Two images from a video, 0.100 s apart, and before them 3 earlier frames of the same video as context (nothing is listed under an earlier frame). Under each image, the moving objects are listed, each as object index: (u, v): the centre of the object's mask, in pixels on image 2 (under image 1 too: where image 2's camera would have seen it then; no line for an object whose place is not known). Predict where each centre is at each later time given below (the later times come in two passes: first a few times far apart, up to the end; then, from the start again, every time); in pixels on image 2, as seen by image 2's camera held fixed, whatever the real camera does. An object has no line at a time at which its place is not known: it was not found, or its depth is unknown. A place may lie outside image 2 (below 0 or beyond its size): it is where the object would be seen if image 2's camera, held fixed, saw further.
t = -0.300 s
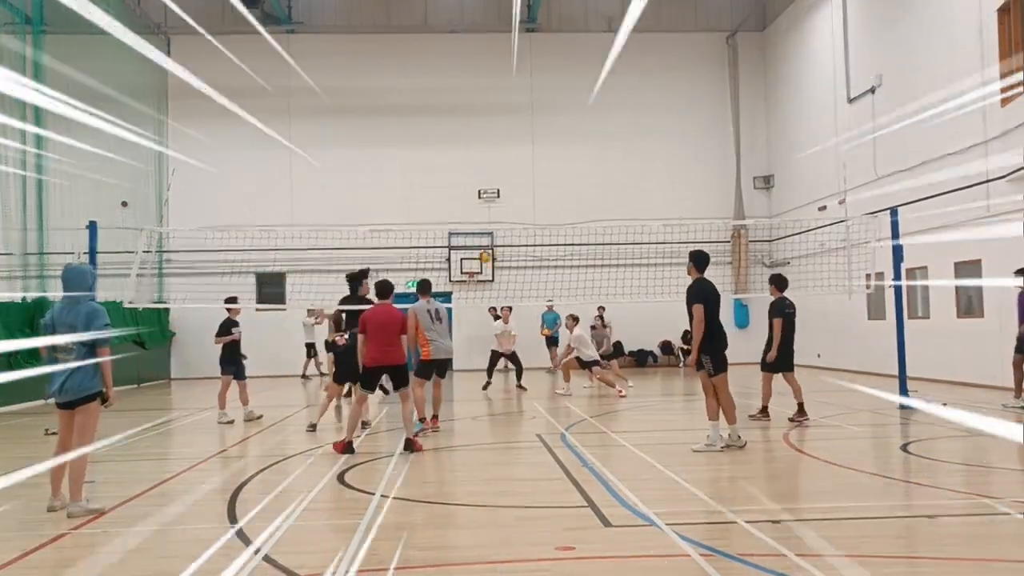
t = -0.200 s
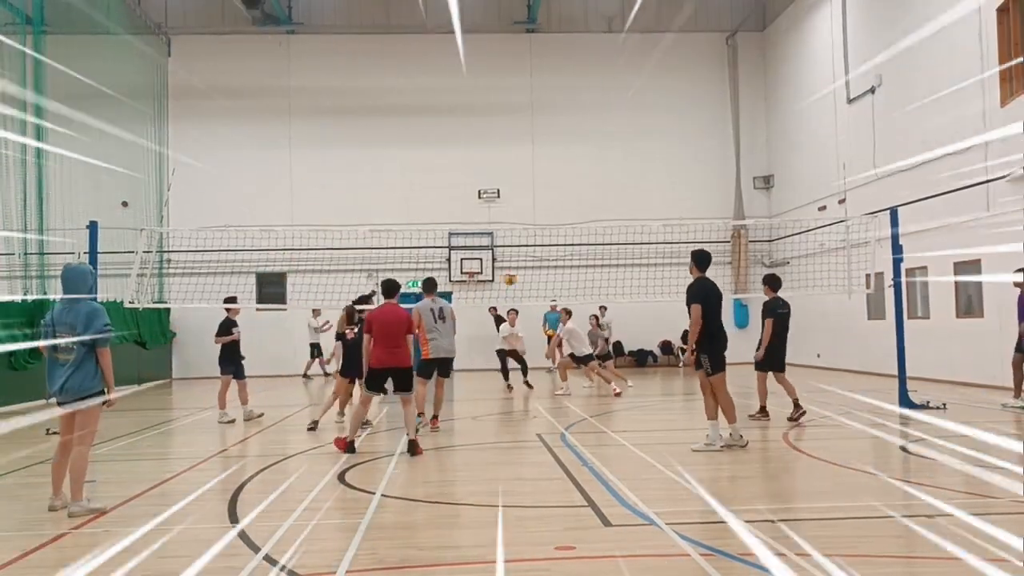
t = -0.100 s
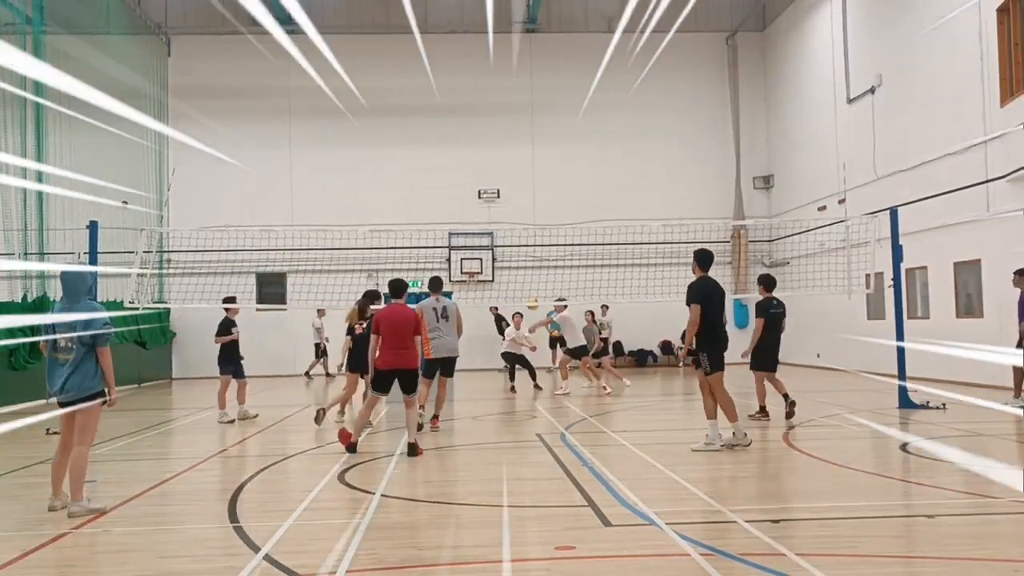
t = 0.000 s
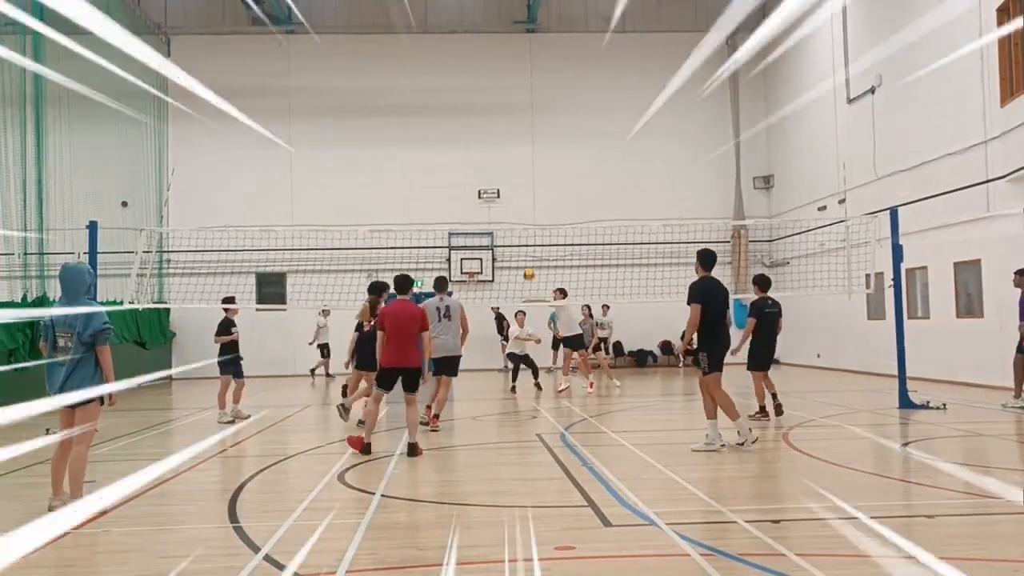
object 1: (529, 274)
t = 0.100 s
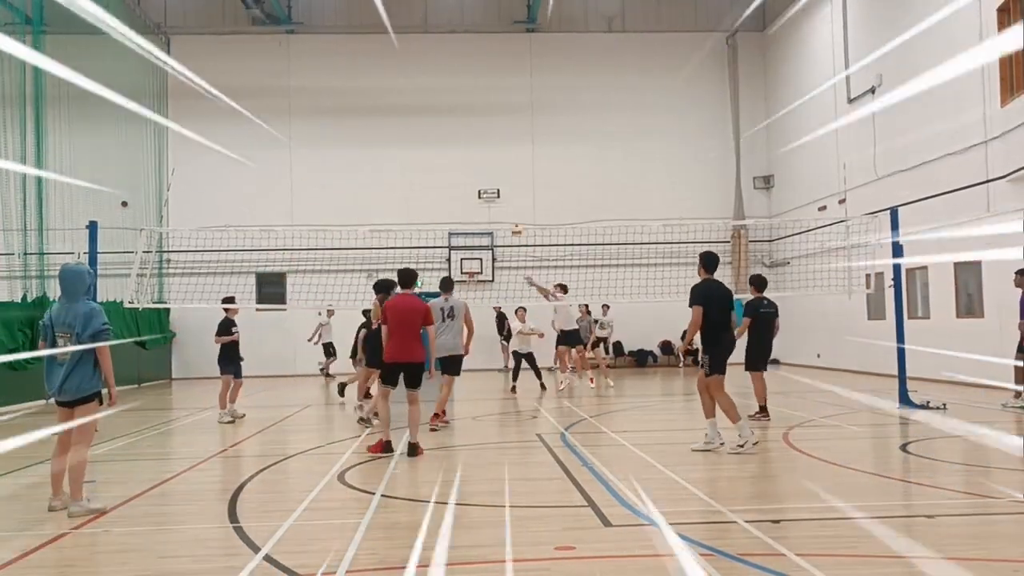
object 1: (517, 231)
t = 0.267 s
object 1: (498, 167)
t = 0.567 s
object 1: (466, 96)
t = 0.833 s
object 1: (438, 77)
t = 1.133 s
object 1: (408, 110)
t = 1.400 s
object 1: (381, 190)
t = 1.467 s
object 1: (375, 217)
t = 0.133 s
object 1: (512, 216)
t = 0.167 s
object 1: (508, 203)
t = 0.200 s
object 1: (505, 190)
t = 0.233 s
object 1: (502, 179)
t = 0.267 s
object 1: (498, 167)
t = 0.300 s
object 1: (495, 157)
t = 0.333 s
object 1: (491, 147)
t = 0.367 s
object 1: (487, 138)
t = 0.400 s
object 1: (484, 130)
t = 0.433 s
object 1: (480, 121)
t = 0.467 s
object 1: (476, 114)
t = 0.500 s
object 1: (473, 107)
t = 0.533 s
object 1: (470, 102)
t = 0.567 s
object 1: (466, 96)
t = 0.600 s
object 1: (462, 92)
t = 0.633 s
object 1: (459, 87)
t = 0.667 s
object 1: (455, 84)
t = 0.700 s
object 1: (452, 82)
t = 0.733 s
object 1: (448, 80)
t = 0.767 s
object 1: (445, 78)
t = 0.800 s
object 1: (442, 78)
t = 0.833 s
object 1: (438, 77)
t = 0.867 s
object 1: (434, 78)
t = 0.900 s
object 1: (431, 80)
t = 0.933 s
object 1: (428, 82)
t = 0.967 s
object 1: (424, 85)
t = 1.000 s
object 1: (420, 89)
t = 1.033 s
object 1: (417, 93)
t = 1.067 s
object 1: (414, 98)
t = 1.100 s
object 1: (411, 105)
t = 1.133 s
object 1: (408, 110)
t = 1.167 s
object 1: (403, 118)
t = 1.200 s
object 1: (400, 126)
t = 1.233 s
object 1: (397, 135)
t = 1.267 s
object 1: (394, 145)
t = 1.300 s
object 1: (391, 155)
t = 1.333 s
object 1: (388, 166)
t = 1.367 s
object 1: (384, 178)
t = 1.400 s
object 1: (381, 190)
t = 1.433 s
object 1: (378, 203)
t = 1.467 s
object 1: (375, 217)
